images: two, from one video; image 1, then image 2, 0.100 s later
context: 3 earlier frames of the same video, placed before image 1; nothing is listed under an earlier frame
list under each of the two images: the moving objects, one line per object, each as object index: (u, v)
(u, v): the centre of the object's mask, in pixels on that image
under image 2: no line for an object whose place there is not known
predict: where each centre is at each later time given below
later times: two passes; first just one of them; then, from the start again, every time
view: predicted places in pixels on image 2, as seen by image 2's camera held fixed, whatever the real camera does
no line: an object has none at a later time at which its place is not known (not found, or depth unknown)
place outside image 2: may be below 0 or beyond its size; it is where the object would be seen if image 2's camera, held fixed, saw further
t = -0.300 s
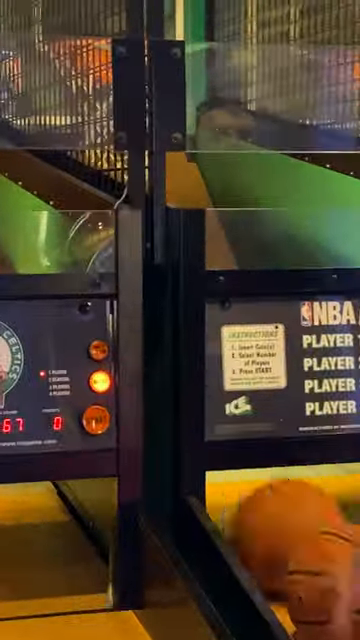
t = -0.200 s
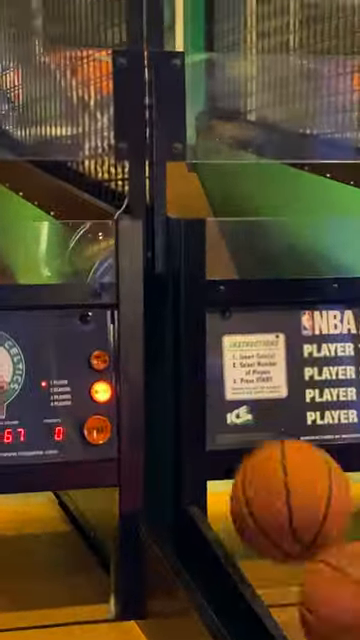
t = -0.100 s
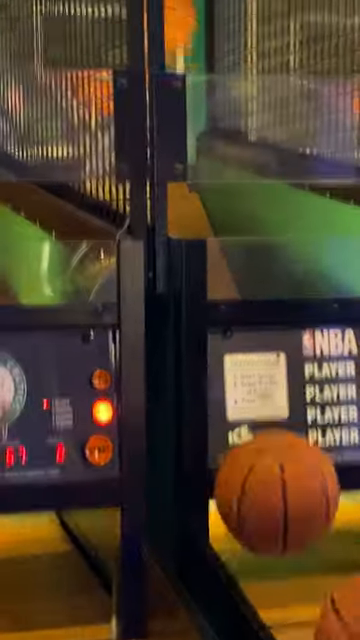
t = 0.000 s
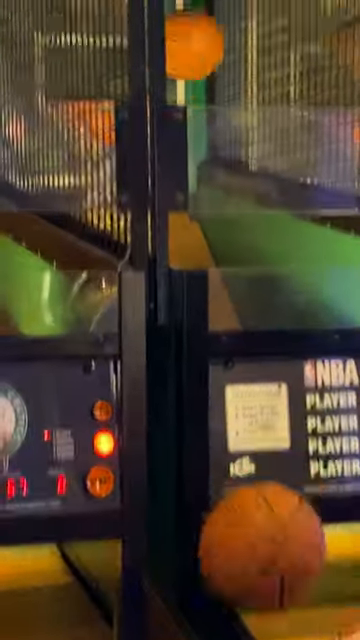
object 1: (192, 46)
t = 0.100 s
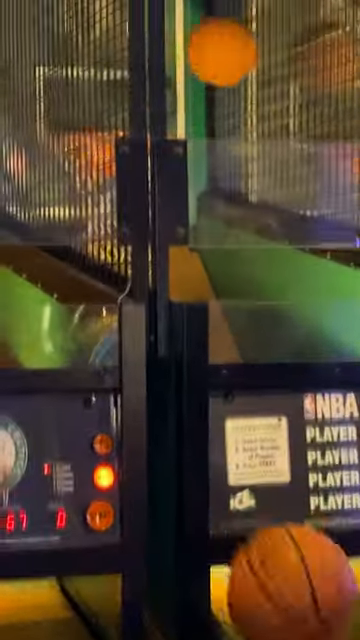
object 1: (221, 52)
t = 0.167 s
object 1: (237, 49)
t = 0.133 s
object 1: (229, 49)
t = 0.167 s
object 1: (237, 49)
